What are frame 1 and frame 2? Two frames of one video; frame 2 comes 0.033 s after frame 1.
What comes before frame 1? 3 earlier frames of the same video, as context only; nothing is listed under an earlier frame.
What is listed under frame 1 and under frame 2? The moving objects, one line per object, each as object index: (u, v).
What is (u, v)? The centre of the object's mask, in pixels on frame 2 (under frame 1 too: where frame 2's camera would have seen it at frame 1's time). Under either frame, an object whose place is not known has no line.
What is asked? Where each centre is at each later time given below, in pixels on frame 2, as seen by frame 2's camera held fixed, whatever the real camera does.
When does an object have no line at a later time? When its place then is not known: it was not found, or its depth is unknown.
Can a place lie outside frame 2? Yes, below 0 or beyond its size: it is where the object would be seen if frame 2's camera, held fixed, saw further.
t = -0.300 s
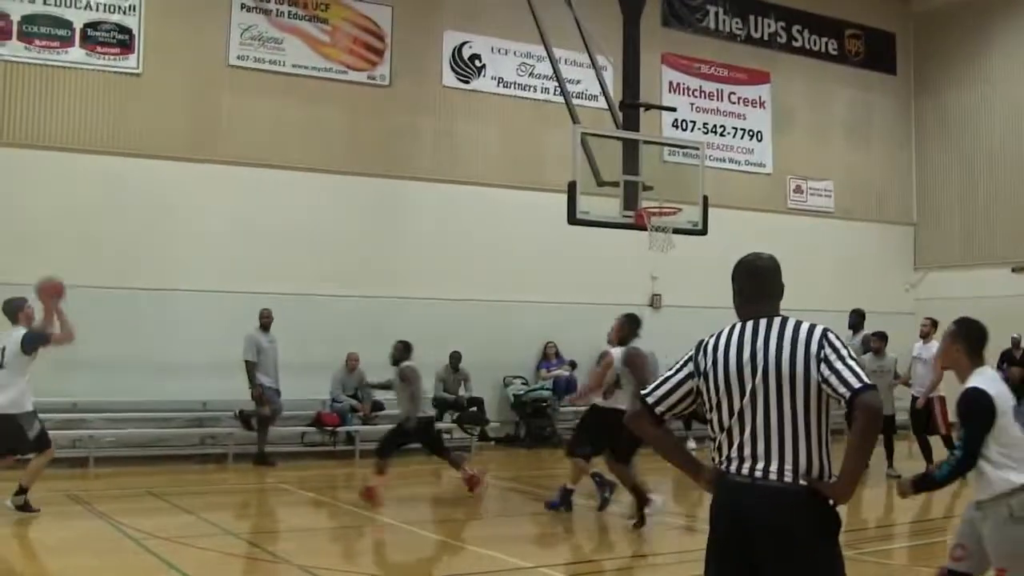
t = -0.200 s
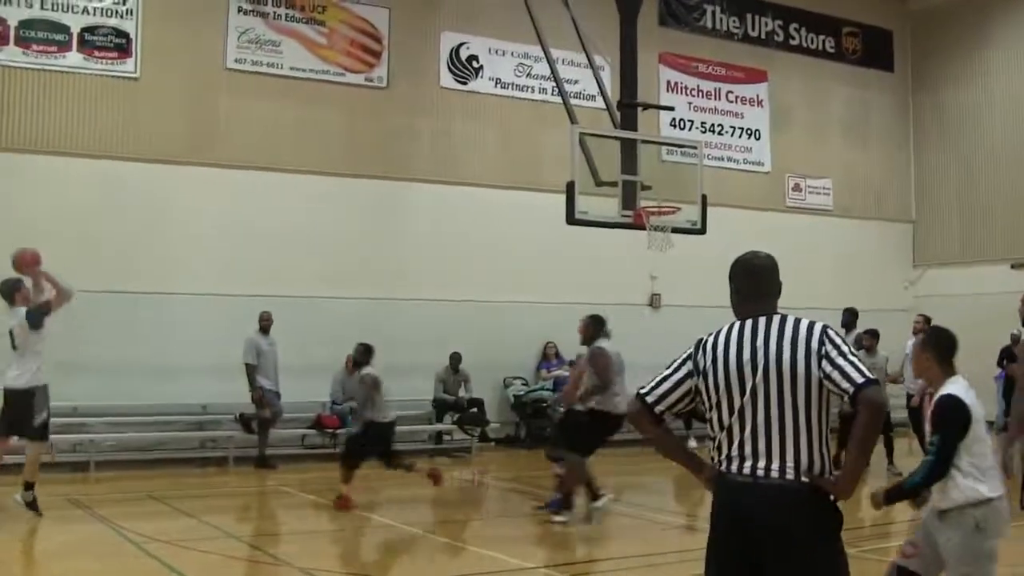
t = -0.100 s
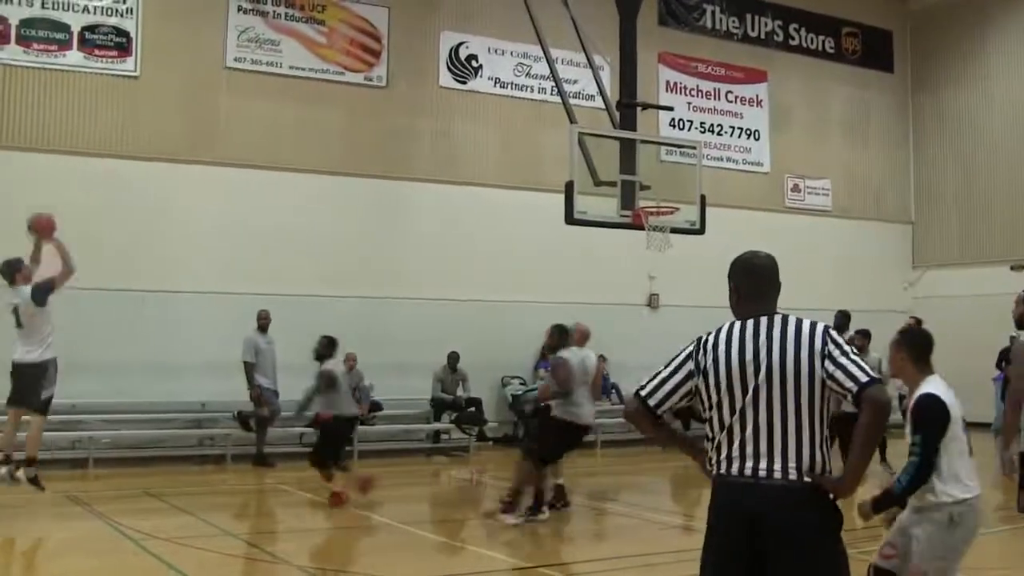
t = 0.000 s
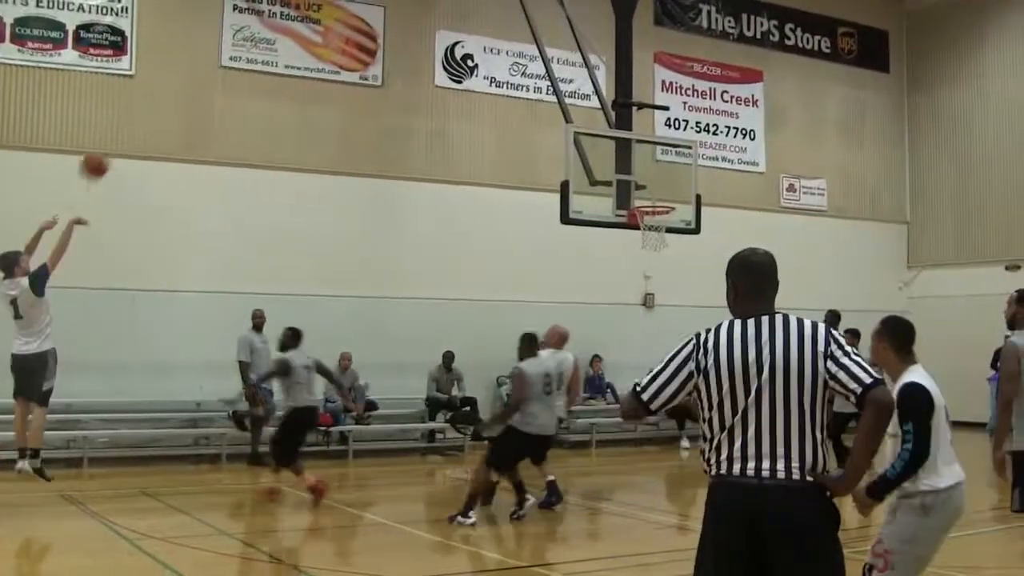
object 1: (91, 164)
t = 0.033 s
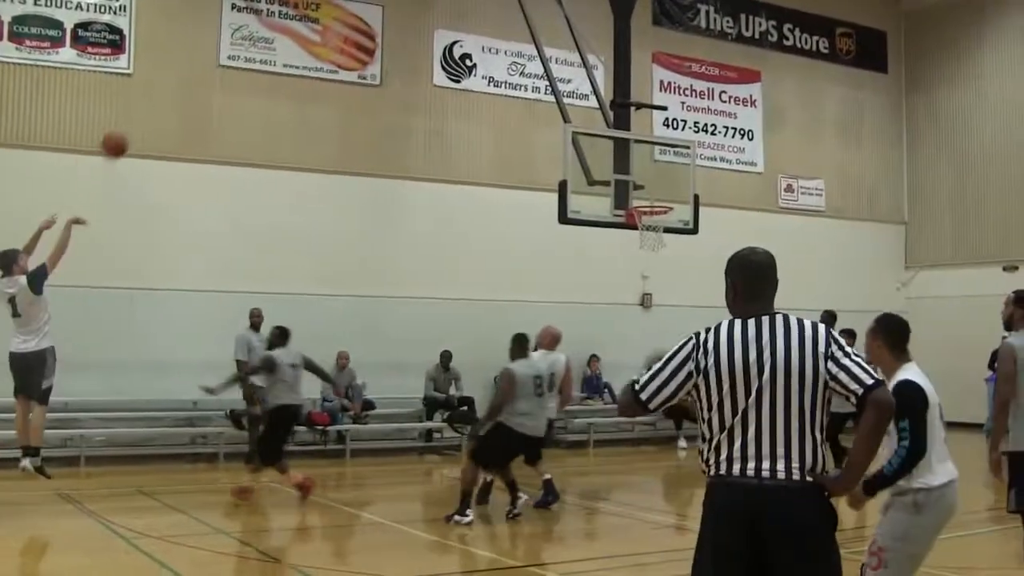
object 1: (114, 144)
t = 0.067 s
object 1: (136, 128)
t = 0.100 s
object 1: (158, 112)
